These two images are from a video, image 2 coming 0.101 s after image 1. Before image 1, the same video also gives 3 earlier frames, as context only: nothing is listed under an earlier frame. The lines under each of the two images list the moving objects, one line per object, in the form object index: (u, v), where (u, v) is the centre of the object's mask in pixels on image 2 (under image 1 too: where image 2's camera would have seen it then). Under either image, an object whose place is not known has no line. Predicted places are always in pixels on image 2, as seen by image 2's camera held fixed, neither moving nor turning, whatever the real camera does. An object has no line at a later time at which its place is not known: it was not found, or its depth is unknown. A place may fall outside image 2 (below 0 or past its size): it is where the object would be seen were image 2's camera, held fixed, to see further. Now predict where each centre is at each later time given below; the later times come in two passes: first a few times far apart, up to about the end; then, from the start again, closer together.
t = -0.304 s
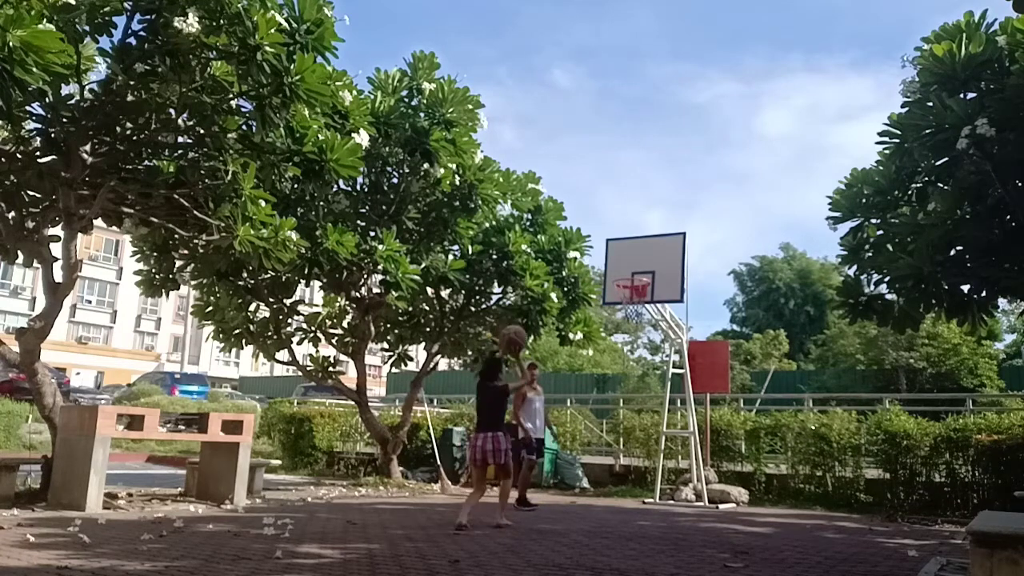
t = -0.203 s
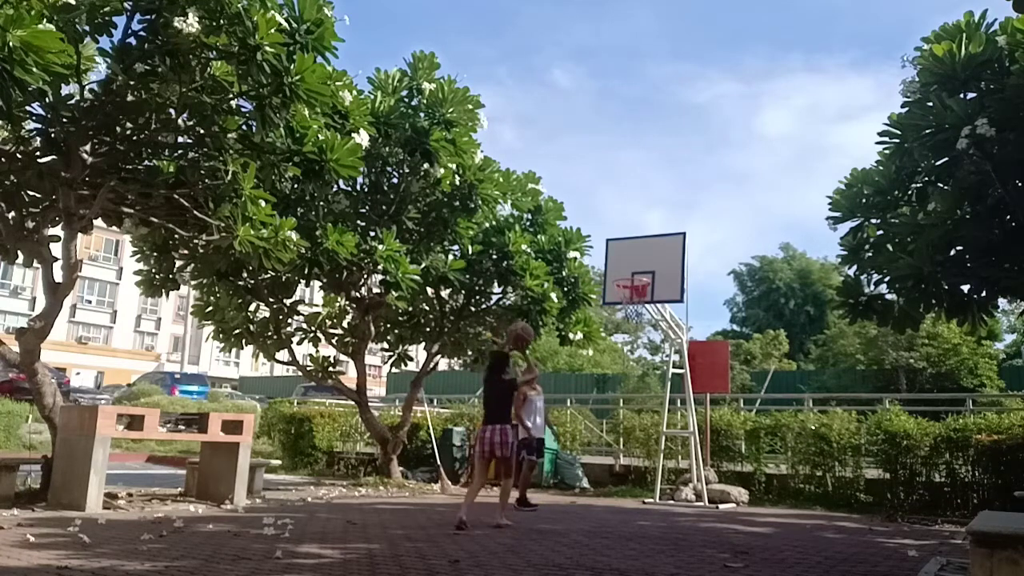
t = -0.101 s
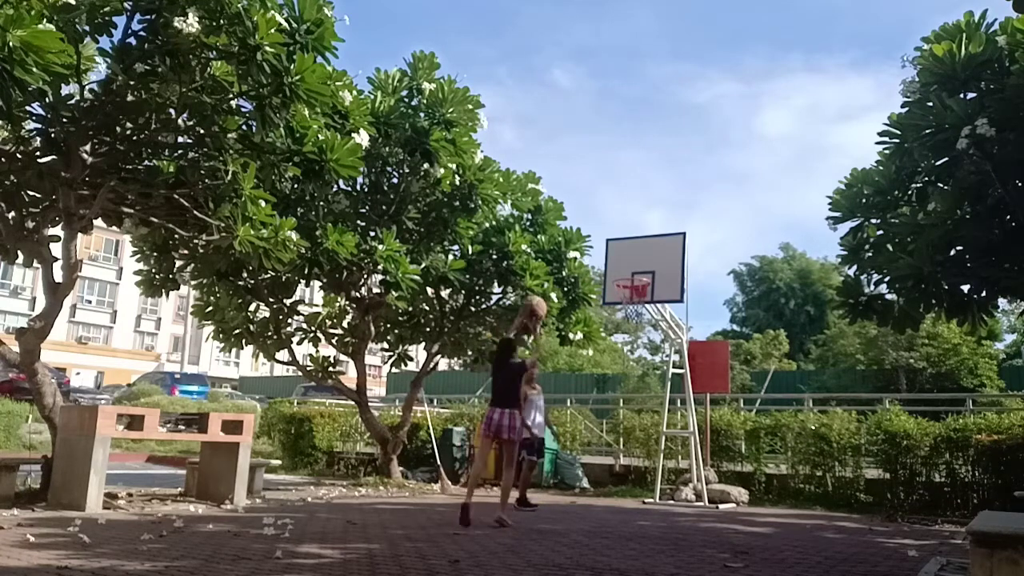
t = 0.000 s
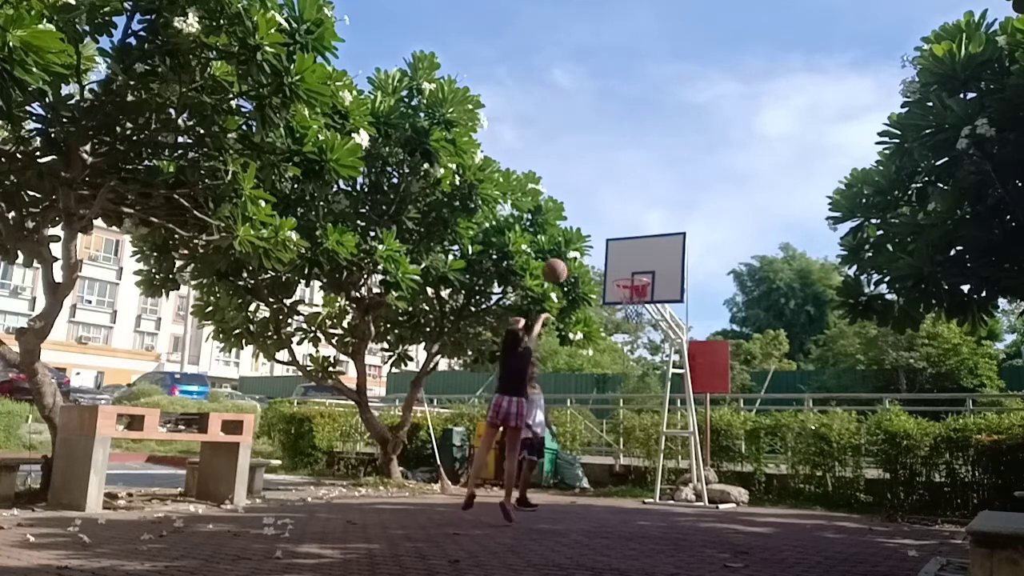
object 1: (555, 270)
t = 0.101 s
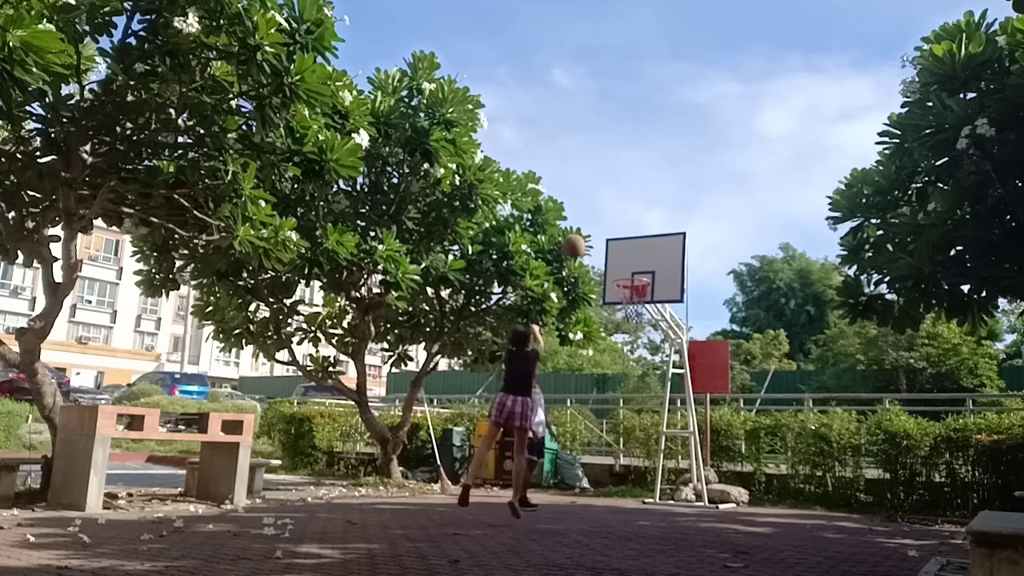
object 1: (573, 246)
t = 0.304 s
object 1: (606, 230)
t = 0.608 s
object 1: (640, 265)
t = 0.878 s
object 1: (623, 279)
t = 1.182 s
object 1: (641, 294)
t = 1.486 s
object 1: (631, 319)
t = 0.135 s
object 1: (579, 241)
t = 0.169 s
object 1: (585, 236)
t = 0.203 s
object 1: (590, 233)
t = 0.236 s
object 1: (595, 231)
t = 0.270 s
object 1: (601, 230)
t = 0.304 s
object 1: (606, 230)
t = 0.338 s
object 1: (611, 231)
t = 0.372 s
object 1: (616, 233)
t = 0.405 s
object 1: (620, 236)
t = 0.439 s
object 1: (625, 240)
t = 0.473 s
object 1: (629, 244)
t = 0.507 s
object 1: (634, 249)
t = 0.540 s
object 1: (638, 255)
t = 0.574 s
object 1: (642, 263)
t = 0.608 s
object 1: (640, 265)
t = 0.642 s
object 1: (637, 267)
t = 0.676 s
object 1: (634, 270)
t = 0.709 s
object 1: (630, 274)
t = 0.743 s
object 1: (628, 274)
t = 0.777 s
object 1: (626, 274)
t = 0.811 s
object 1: (622, 275)
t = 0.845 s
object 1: (623, 277)
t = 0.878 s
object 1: (623, 279)
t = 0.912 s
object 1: (624, 277)
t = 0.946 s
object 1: (628, 278)
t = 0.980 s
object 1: (631, 279)
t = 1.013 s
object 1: (633, 281)
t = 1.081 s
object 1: (640, 283)
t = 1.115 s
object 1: (641, 294)
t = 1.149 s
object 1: (642, 294)
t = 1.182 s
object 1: (641, 294)
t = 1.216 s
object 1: (641, 296)
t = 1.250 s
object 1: (640, 295)
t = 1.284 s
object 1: (640, 297)
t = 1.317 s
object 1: (639, 297)
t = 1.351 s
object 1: (637, 300)
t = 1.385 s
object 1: (636, 308)
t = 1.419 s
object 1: (635, 310)
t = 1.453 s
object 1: (633, 315)
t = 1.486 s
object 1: (631, 319)
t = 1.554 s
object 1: (629, 332)
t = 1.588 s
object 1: (627, 340)
